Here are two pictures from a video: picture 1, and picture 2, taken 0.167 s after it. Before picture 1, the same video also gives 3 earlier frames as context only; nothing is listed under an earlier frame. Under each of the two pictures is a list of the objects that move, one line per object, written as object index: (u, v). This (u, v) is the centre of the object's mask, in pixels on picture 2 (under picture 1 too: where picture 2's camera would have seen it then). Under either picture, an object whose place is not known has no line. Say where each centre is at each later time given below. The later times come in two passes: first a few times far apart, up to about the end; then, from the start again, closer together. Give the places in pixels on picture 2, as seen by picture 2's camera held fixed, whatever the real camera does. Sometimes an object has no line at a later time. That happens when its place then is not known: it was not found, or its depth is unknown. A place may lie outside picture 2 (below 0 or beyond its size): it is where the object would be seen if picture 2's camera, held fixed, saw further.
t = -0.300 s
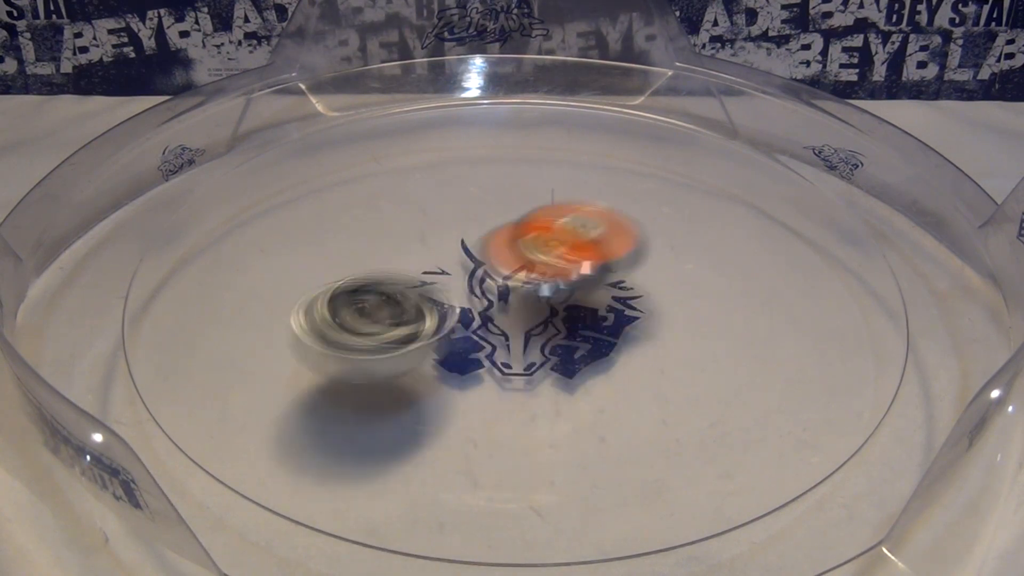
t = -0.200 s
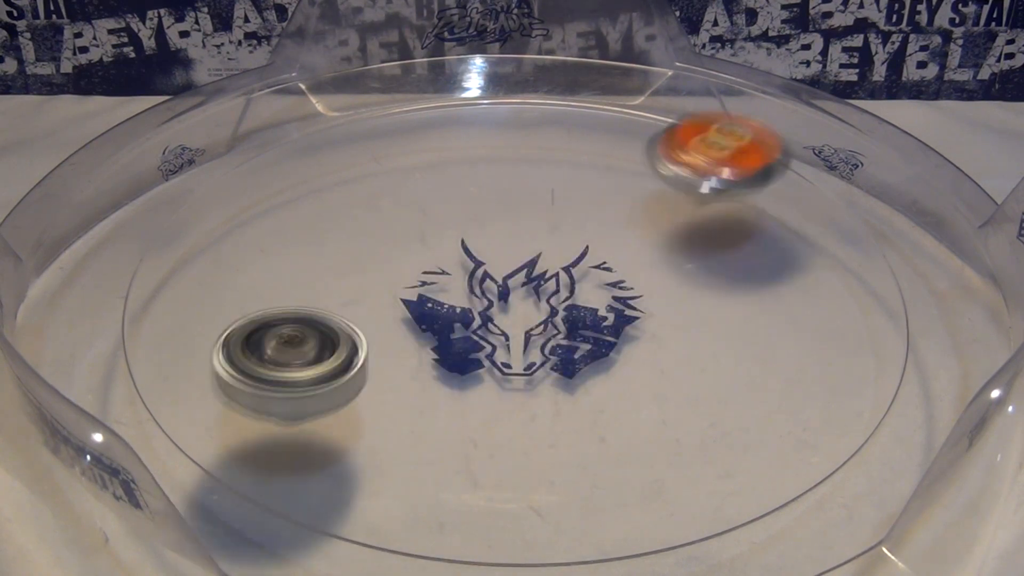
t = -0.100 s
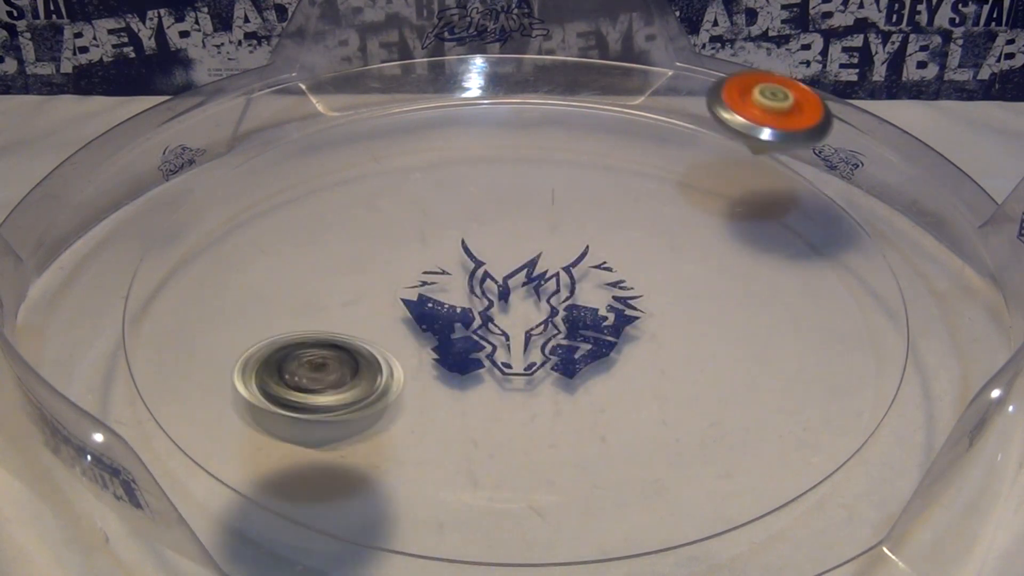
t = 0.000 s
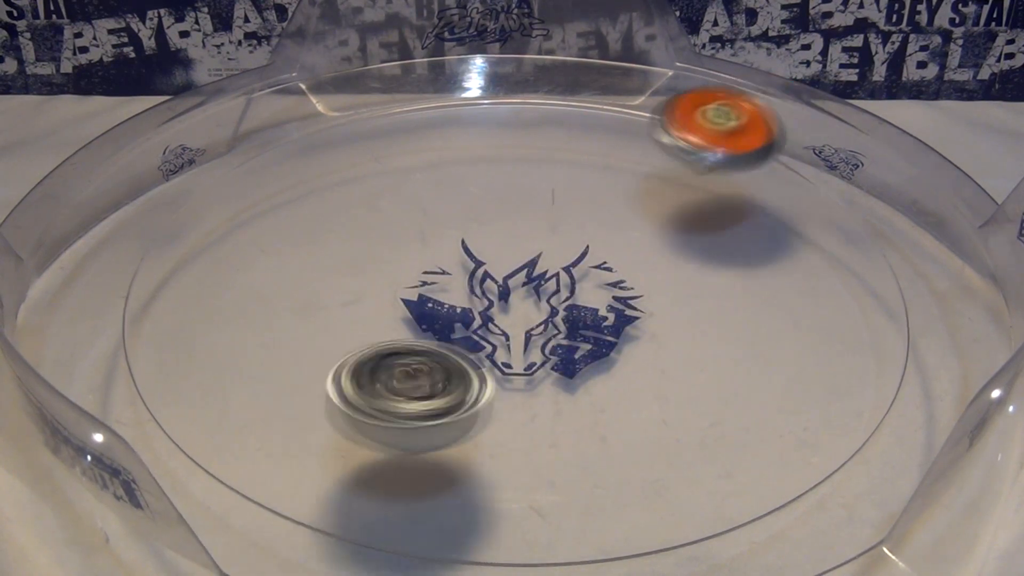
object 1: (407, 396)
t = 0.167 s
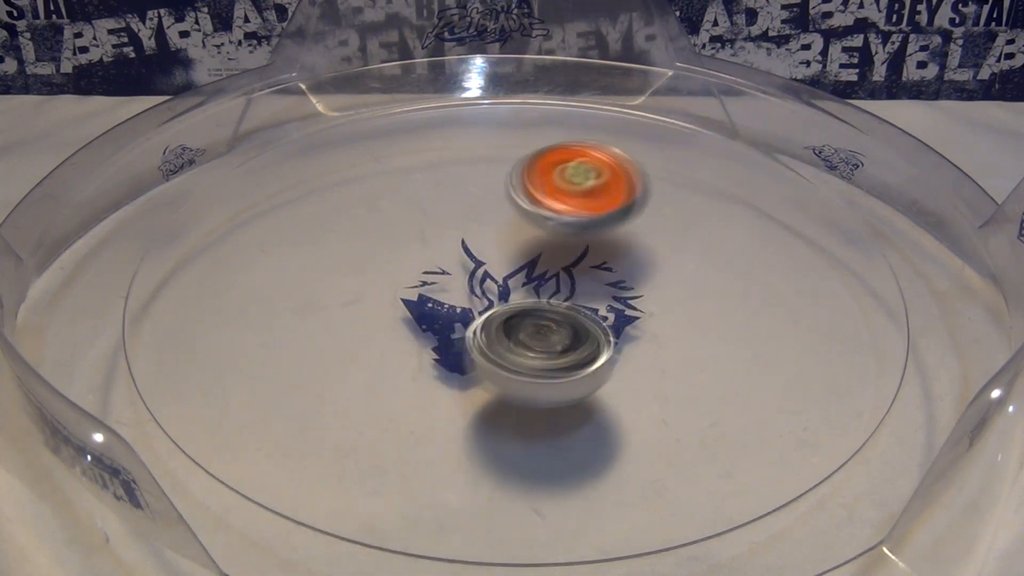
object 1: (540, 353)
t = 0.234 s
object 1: (567, 326)
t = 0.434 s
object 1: (898, 381)
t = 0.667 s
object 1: (751, 324)
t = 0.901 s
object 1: (553, 237)
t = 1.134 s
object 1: (444, 262)
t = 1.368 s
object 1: (472, 333)
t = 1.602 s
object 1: (589, 325)
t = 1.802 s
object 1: (589, 274)
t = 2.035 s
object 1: (490, 262)
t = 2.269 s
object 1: (453, 322)
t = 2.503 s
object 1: (554, 339)
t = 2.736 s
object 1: (575, 287)
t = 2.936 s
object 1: (494, 265)
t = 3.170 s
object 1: (439, 313)
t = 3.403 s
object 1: (525, 341)
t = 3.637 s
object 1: (560, 288)
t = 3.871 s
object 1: (476, 259)
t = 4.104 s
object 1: (438, 306)
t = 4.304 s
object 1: (515, 327)
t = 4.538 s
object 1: (552, 281)
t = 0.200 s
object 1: (553, 341)
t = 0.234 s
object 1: (567, 326)
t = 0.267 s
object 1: (572, 311)
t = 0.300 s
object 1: (582, 301)
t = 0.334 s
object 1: (670, 333)
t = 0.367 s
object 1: (754, 365)
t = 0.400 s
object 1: (842, 387)
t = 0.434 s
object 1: (898, 381)
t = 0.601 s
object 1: (818, 349)
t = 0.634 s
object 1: (782, 338)
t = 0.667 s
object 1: (751, 324)
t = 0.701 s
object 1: (720, 308)
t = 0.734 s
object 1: (687, 292)
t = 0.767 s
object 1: (655, 277)
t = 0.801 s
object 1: (625, 265)
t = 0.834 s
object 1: (597, 253)
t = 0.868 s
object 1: (574, 244)
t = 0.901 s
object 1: (553, 237)
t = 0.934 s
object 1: (535, 234)
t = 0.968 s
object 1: (518, 234)
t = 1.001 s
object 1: (498, 236)
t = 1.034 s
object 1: (483, 240)
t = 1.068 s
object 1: (467, 246)
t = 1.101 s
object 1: (453, 253)
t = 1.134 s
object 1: (444, 262)
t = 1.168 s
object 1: (435, 273)
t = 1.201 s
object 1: (433, 283)
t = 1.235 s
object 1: (433, 296)
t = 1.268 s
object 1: (436, 306)
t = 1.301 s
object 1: (445, 316)
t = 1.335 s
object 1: (455, 326)
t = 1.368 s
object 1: (472, 333)
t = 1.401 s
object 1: (491, 340)
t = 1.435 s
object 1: (508, 344)
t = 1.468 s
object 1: (528, 343)
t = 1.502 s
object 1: (547, 342)
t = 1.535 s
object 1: (562, 338)
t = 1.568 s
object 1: (578, 331)
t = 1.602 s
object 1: (589, 325)
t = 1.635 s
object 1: (596, 316)
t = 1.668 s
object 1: (602, 307)
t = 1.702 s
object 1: (604, 299)
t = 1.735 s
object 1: (601, 290)
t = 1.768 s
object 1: (598, 282)
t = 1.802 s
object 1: (589, 274)
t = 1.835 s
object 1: (579, 267)
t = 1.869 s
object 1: (567, 262)
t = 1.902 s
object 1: (551, 258)
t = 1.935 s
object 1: (537, 256)
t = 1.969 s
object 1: (521, 257)
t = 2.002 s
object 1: (503, 258)
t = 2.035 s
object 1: (490, 262)
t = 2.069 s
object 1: (476, 267)
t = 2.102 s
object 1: (463, 274)
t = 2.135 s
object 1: (455, 283)
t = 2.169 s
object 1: (449, 292)
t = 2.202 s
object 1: (446, 301)
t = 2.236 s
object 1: (449, 311)
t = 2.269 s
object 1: (453, 322)
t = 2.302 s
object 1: (462, 329)
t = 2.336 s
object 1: (476, 337)
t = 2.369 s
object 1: (489, 342)
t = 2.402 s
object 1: (506, 345)
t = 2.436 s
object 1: (524, 346)
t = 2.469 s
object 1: (538, 344)
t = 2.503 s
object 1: (554, 339)
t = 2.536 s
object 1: (567, 335)
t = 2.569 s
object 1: (575, 329)
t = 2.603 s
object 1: (583, 319)
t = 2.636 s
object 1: (586, 313)
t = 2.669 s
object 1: (585, 304)
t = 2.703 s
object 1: (582, 295)
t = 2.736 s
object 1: (575, 287)
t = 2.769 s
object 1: (565, 280)
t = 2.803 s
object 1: (553, 274)
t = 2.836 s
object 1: (540, 269)
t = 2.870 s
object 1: (524, 267)
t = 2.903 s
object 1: (508, 265)
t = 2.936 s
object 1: (494, 265)
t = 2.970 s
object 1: (479, 268)
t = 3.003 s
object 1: (465, 273)
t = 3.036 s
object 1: (454, 278)
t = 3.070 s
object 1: (444, 287)
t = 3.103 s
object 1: (439, 294)
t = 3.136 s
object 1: (438, 304)
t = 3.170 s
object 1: (439, 313)
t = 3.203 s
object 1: (444, 320)
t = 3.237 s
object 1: (455, 328)
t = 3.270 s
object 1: (467, 334)
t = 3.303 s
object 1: (480, 339)
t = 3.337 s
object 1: (496, 341)
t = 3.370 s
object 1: (511, 343)
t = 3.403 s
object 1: (525, 341)
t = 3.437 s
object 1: (541, 336)
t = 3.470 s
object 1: (552, 331)
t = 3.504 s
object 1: (559, 324)
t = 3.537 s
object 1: (565, 314)
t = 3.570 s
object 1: (567, 305)
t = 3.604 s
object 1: (565, 297)
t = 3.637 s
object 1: (560, 288)
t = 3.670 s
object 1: (554, 280)
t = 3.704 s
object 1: (544, 274)
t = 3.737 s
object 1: (532, 267)
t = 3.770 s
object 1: (520, 263)
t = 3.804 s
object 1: (506, 260)
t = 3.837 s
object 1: (491, 259)
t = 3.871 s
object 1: (476, 259)
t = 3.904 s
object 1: (464, 262)
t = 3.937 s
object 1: (450, 267)
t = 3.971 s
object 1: (441, 274)
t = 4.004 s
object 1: (436, 280)
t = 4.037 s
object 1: (433, 290)
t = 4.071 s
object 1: (433, 298)
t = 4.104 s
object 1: (438, 306)
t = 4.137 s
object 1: (448, 314)
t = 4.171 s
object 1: (457, 320)
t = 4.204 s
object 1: (471, 324)
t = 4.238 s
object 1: (487, 326)
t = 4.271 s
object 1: (502, 328)
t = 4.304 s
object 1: (515, 327)
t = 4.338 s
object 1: (529, 323)
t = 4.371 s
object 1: (540, 318)
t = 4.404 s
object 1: (546, 313)
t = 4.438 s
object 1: (552, 304)
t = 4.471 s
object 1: (556, 296)
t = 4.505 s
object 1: (556, 288)
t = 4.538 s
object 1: (552, 281)
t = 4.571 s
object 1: (547, 273)
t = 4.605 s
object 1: (539, 266)
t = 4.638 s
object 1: (528, 261)
